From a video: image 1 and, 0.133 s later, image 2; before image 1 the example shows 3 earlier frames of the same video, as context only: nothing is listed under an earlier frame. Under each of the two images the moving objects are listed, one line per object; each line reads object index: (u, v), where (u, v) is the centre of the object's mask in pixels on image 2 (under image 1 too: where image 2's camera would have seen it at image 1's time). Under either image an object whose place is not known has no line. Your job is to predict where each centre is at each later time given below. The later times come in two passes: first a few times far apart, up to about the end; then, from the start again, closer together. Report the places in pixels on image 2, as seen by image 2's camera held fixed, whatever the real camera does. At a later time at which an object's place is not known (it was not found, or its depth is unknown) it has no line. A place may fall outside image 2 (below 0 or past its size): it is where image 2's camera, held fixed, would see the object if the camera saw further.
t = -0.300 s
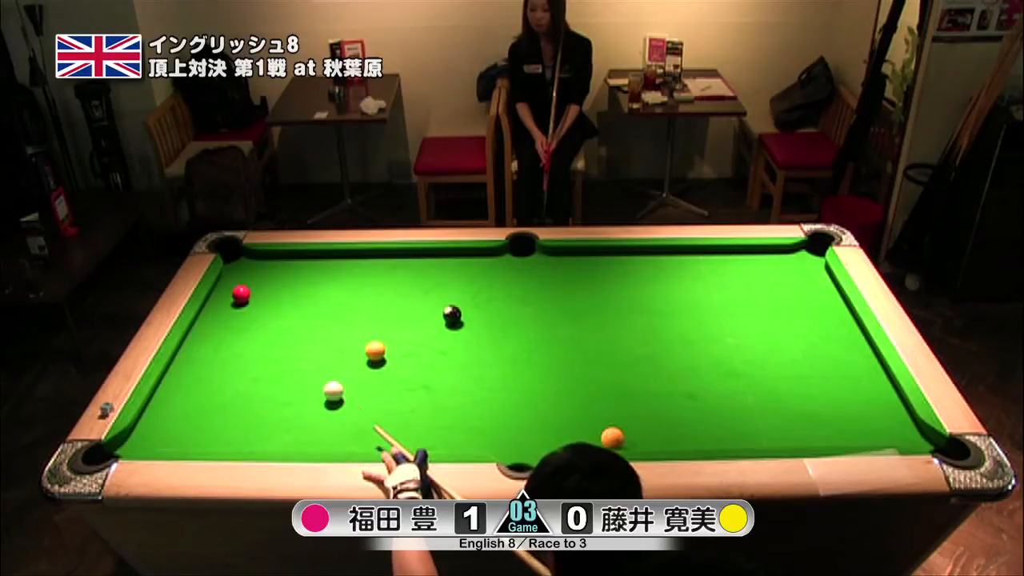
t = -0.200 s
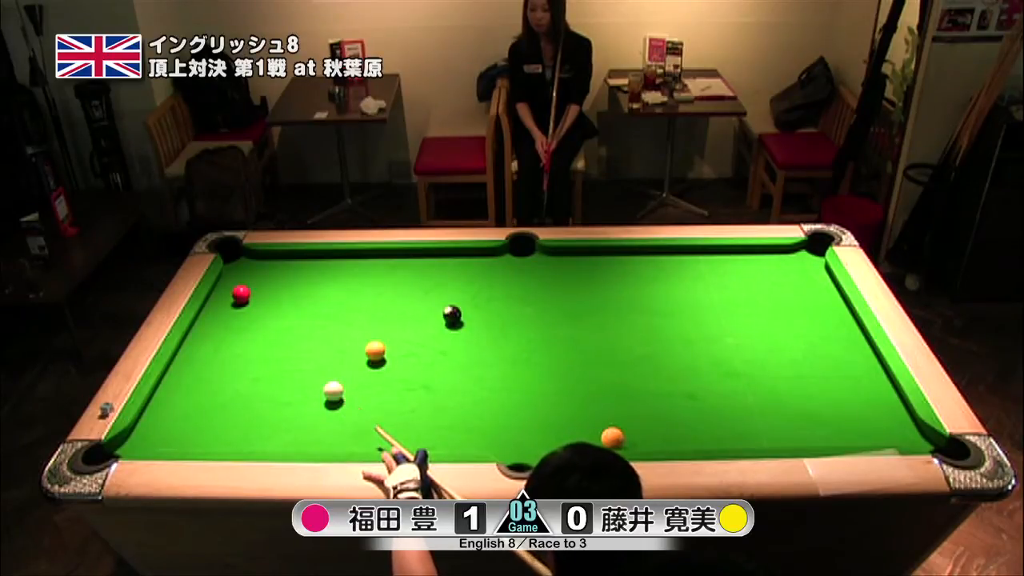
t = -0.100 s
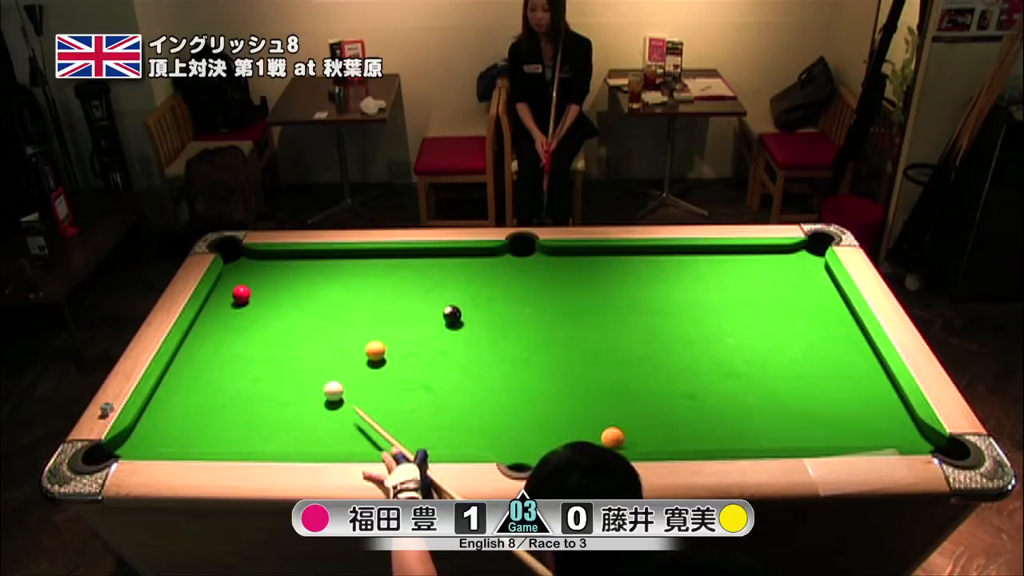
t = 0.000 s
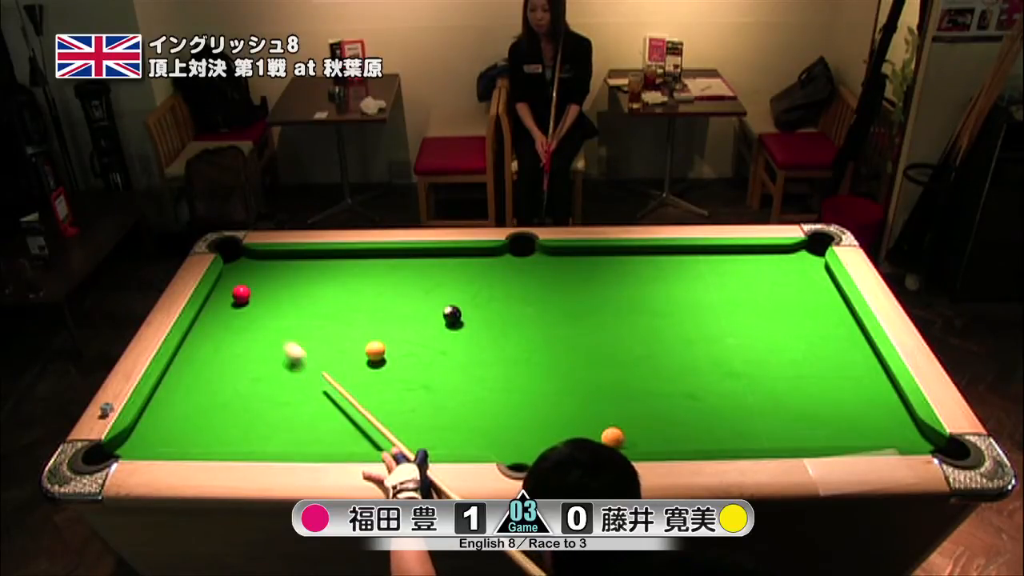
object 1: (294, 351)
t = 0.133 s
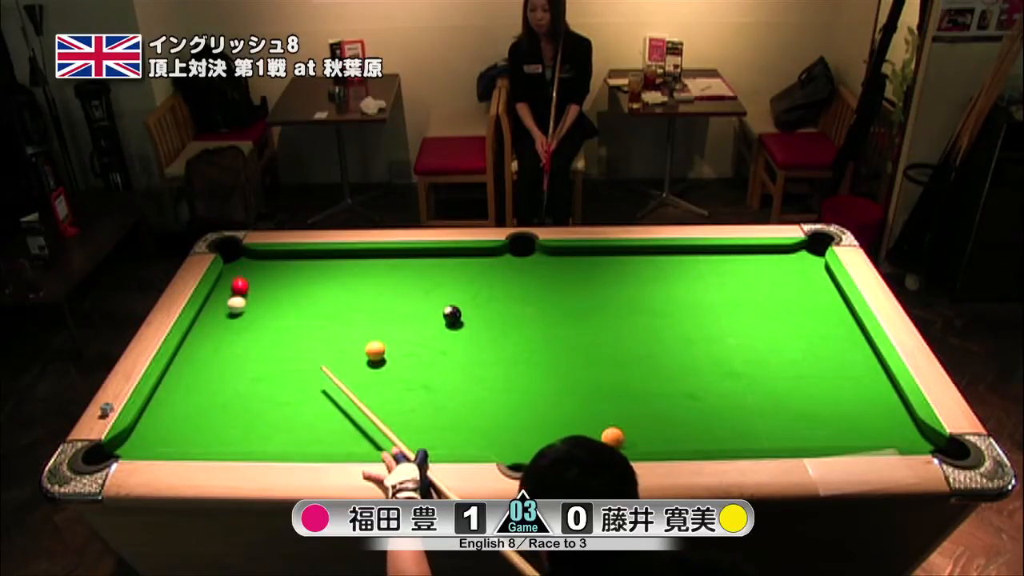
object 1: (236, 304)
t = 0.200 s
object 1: (216, 309)
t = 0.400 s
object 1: (238, 311)
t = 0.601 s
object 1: (267, 303)
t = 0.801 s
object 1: (292, 294)
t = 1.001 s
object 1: (316, 287)
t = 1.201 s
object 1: (337, 280)
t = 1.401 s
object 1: (356, 273)
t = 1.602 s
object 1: (374, 267)
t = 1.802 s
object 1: (390, 262)
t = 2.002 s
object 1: (404, 257)
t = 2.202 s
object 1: (416, 255)
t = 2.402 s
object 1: (423, 257)
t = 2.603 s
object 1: (429, 258)
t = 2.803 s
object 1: (434, 259)
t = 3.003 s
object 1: (438, 260)
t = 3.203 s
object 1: (441, 261)
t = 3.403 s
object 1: (442, 261)
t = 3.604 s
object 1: (443, 261)
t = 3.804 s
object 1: (443, 261)
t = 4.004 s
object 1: (443, 261)
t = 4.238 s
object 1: (442, 261)
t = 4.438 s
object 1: (443, 261)
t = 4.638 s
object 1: (443, 261)
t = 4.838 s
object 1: (443, 261)
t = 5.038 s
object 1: (443, 261)
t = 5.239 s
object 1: (443, 261)
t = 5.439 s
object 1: (443, 261)
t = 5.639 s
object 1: (443, 261)
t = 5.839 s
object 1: (443, 261)
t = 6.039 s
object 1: (443, 261)
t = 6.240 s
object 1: (442, 261)
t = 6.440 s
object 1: (443, 261)
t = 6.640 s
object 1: (442, 261)
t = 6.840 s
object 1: (442, 261)
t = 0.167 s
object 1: (226, 307)
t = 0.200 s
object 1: (216, 309)
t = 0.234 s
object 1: (205, 312)
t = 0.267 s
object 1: (211, 312)
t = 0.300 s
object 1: (219, 312)
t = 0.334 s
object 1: (226, 312)
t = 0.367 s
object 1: (232, 312)
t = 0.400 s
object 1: (238, 311)
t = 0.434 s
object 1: (243, 310)
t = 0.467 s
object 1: (248, 309)
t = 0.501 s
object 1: (253, 307)
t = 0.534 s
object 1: (258, 306)
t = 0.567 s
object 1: (262, 304)
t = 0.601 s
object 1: (267, 303)
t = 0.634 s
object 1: (271, 301)
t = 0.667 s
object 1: (276, 300)
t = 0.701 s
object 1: (280, 298)
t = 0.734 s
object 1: (284, 297)
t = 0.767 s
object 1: (288, 296)
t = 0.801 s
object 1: (292, 294)
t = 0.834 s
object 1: (296, 293)
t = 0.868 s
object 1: (300, 292)
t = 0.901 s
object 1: (304, 290)
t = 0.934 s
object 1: (308, 289)
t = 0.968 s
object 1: (312, 288)
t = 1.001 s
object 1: (316, 287)
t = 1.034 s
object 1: (319, 285)
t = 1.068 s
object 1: (323, 284)
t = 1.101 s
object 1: (326, 283)
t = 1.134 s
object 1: (330, 282)
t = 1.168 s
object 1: (333, 281)
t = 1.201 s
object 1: (337, 280)
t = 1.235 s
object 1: (340, 279)
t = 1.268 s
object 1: (344, 277)
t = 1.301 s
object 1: (347, 276)
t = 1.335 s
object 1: (350, 276)
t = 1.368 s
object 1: (353, 274)
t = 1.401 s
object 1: (356, 273)
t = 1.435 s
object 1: (360, 272)
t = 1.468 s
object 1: (362, 271)
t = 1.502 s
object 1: (365, 270)
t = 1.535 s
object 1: (368, 269)
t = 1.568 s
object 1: (371, 268)
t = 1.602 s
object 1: (374, 267)
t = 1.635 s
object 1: (377, 266)
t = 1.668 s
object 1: (380, 265)
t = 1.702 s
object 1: (382, 264)
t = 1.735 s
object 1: (385, 264)
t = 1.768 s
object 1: (387, 263)
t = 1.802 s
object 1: (390, 262)
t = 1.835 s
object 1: (392, 261)
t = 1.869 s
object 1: (395, 260)
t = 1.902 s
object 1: (397, 259)
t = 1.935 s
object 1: (399, 259)
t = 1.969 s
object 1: (402, 258)
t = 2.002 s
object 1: (404, 257)
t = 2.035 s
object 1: (406, 256)
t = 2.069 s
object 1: (407, 253)
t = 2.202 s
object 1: (416, 255)
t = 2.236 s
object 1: (417, 255)
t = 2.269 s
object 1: (418, 256)
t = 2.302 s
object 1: (419, 256)
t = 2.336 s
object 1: (421, 256)
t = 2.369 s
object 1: (422, 256)
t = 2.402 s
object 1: (423, 257)
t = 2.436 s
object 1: (424, 257)
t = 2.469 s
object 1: (425, 257)
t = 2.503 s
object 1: (426, 257)
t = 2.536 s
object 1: (427, 258)
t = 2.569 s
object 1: (428, 258)
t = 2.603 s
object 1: (429, 258)
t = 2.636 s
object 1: (430, 258)
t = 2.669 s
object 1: (431, 258)
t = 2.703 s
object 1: (432, 259)
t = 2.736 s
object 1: (433, 259)
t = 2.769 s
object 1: (434, 259)
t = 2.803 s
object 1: (434, 259)
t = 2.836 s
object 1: (435, 259)
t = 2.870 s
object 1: (436, 259)
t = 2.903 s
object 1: (436, 260)
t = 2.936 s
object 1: (437, 260)
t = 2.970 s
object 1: (438, 260)
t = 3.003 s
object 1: (438, 260)
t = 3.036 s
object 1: (439, 260)
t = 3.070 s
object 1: (439, 260)
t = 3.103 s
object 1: (440, 260)
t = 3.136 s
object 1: (440, 261)
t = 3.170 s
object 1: (440, 261)
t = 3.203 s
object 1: (441, 261)
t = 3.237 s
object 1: (441, 261)
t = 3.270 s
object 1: (441, 261)
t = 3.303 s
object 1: (442, 261)
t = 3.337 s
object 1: (442, 261)
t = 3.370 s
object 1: (442, 261)
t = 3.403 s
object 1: (442, 261)
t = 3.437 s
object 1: (442, 261)
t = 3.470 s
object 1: (442, 261)
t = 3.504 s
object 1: (442, 261)
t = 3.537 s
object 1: (443, 261)
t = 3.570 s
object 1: (443, 261)
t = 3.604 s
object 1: (443, 261)
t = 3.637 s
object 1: (443, 261)
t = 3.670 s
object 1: (443, 261)
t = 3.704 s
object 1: (443, 261)
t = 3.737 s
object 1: (443, 261)
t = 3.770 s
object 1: (443, 261)
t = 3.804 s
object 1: (443, 261)
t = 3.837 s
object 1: (443, 261)
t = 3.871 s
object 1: (443, 261)
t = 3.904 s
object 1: (442, 261)
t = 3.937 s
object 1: (443, 261)
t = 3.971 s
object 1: (443, 261)
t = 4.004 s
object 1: (443, 261)
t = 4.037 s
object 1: (442, 261)
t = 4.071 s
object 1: (443, 261)
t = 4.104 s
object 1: (443, 261)
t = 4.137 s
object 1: (443, 261)
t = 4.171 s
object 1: (443, 261)
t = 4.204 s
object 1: (443, 261)
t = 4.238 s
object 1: (442, 261)
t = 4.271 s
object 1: (443, 261)
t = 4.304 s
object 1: (443, 261)
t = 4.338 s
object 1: (443, 261)
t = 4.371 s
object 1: (443, 261)
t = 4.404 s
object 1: (443, 261)
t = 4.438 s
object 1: (443, 261)
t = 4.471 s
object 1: (443, 261)
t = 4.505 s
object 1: (443, 261)
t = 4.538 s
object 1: (443, 261)
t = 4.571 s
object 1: (443, 261)
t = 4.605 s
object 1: (443, 261)
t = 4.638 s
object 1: (443, 261)
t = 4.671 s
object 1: (442, 261)
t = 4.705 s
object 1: (442, 261)
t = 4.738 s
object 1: (442, 261)
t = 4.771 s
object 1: (443, 261)
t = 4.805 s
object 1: (442, 261)
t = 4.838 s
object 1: (443, 261)
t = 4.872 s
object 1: (443, 261)
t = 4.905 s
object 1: (443, 261)
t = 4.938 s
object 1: (443, 261)
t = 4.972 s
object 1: (443, 261)
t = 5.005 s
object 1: (443, 261)
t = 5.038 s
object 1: (443, 261)
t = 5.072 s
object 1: (443, 261)
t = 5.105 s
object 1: (443, 261)
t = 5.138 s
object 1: (443, 261)
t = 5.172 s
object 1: (443, 261)
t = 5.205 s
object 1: (443, 261)
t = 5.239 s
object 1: (443, 261)
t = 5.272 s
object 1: (443, 261)
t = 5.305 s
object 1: (443, 261)
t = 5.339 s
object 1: (442, 261)
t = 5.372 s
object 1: (443, 261)
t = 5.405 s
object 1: (443, 261)
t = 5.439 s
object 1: (443, 261)
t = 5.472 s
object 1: (443, 261)
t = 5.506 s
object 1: (443, 261)
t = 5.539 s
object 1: (443, 261)
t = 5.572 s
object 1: (443, 261)
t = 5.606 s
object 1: (443, 261)
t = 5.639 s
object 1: (443, 261)
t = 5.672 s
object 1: (443, 261)
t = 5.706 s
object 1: (443, 261)
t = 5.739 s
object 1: (443, 261)
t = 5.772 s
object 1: (443, 261)
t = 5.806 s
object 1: (443, 261)
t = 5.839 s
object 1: (443, 261)
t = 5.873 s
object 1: (443, 261)
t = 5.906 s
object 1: (443, 261)
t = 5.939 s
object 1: (443, 261)
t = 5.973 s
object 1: (443, 261)
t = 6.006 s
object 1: (442, 261)
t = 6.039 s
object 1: (443, 261)
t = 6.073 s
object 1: (443, 261)
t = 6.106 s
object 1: (443, 261)
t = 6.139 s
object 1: (443, 261)
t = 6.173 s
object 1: (443, 261)
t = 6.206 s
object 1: (442, 261)
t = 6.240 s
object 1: (442, 261)
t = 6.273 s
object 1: (443, 261)
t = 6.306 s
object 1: (442, 261)
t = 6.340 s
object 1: (443, 261)
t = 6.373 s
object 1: (443, 261)
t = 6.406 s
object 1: (443, 261)
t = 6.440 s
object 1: (443, 261)
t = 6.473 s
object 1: (442, 261)
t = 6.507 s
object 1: (442, 261)
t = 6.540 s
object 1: (442, 261)
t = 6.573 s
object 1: (442, 261)
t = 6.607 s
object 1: (442, 261)
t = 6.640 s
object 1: (442, 261)
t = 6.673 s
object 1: (442, 261)
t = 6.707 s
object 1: (442, 261)
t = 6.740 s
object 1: (442, 261)
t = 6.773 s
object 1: (442, 261)
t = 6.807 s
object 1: (442, 261)
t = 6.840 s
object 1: (442, 261)
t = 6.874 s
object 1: (442, 261)
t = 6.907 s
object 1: (442, 261)
